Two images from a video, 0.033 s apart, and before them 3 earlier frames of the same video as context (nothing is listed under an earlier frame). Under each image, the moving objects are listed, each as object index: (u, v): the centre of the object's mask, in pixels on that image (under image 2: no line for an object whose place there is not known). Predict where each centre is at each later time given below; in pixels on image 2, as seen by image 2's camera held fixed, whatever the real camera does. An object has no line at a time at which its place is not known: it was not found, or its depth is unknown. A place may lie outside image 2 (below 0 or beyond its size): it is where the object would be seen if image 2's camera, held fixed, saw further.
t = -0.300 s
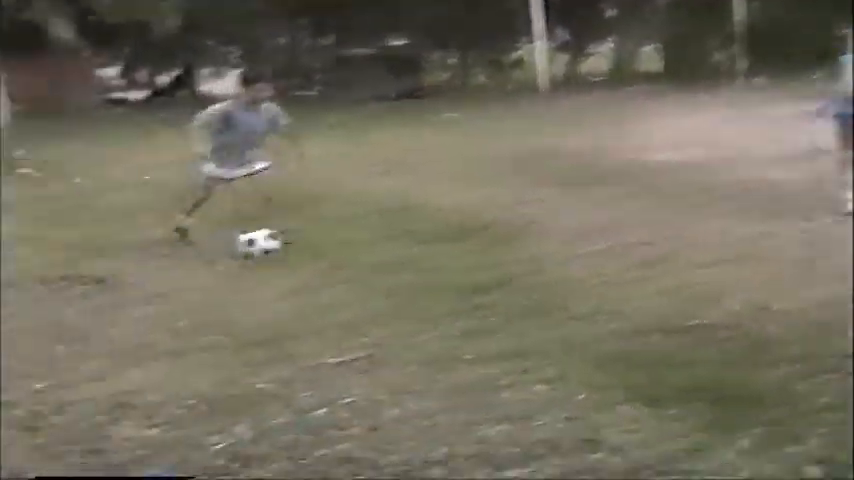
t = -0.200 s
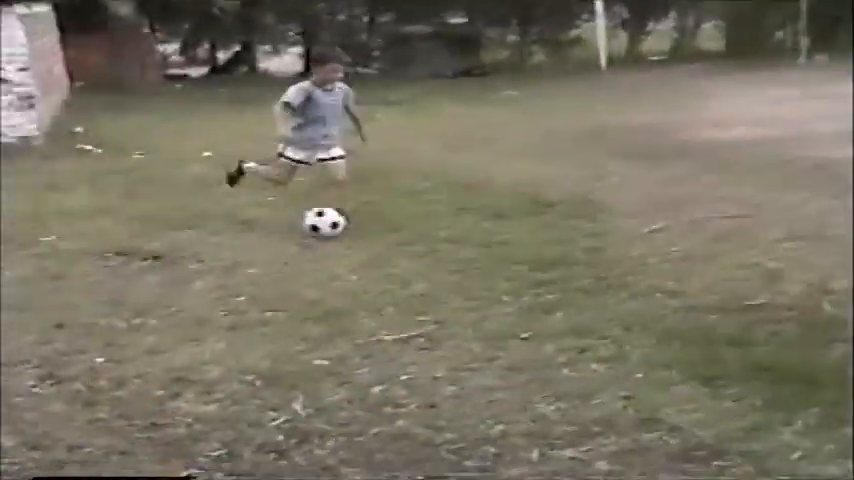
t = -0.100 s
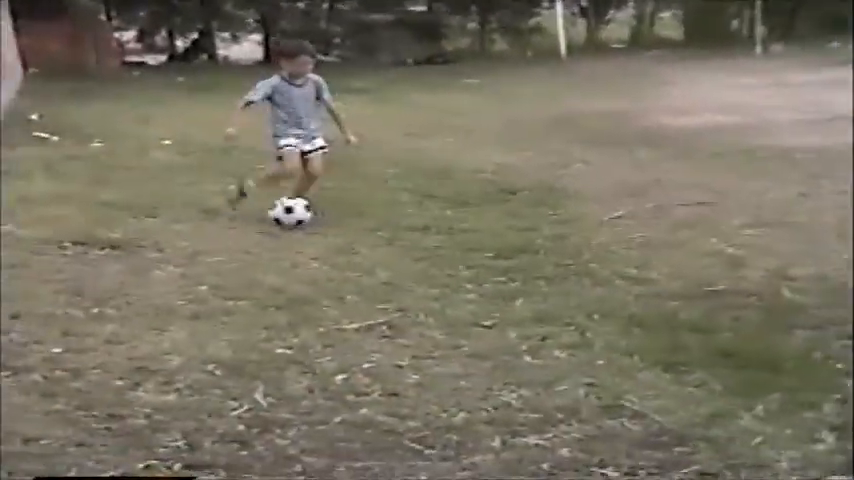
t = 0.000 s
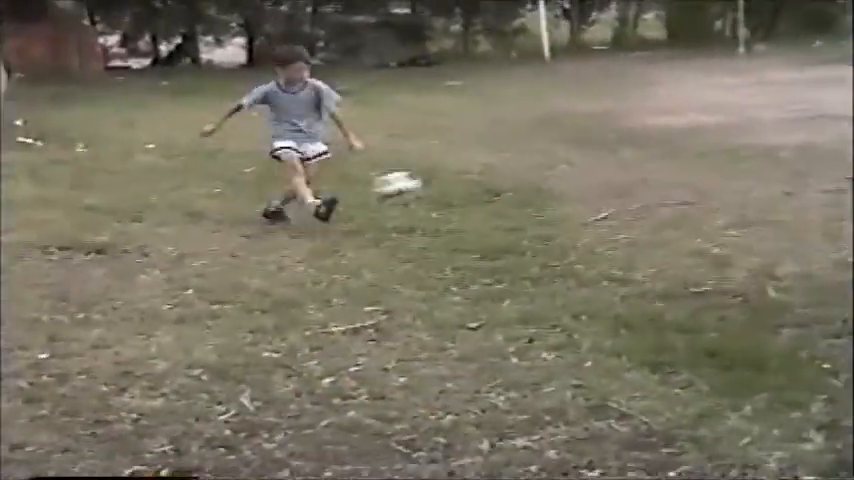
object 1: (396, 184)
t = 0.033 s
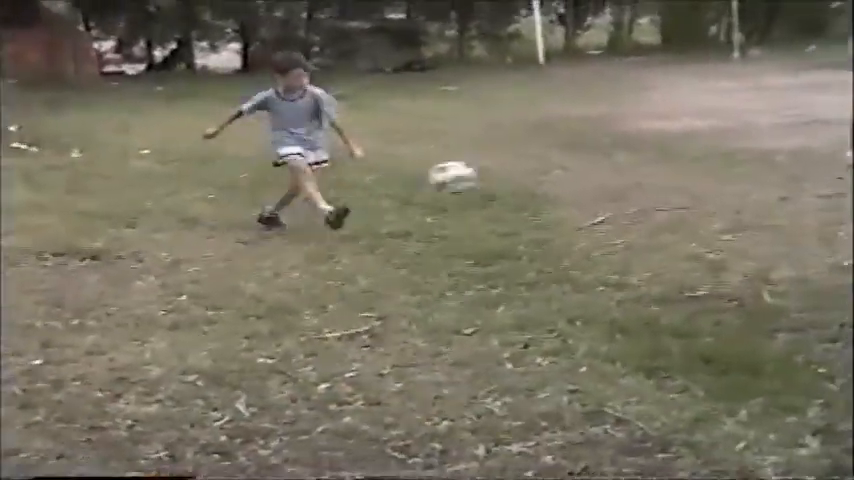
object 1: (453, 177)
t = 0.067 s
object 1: (513, 162)
